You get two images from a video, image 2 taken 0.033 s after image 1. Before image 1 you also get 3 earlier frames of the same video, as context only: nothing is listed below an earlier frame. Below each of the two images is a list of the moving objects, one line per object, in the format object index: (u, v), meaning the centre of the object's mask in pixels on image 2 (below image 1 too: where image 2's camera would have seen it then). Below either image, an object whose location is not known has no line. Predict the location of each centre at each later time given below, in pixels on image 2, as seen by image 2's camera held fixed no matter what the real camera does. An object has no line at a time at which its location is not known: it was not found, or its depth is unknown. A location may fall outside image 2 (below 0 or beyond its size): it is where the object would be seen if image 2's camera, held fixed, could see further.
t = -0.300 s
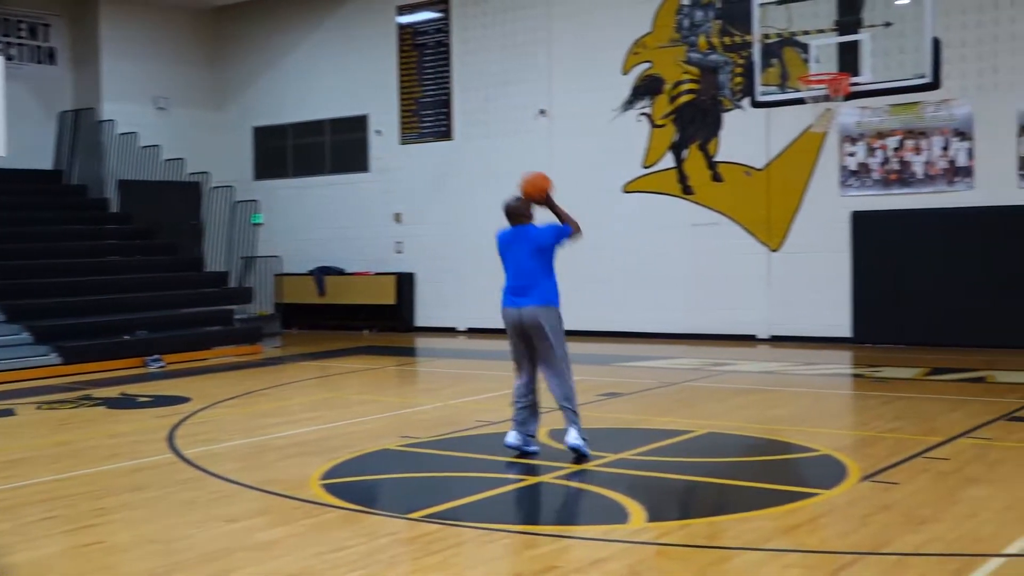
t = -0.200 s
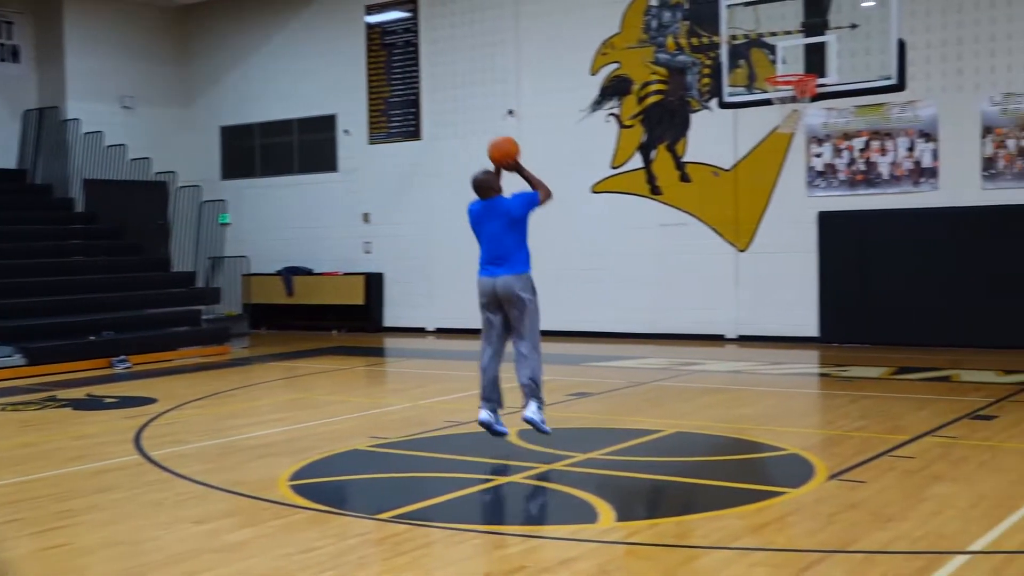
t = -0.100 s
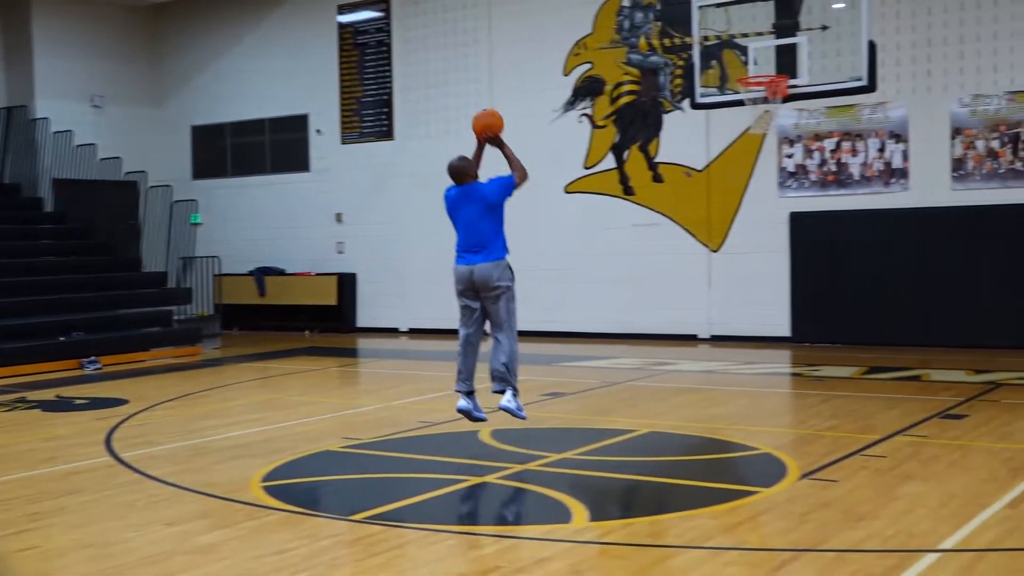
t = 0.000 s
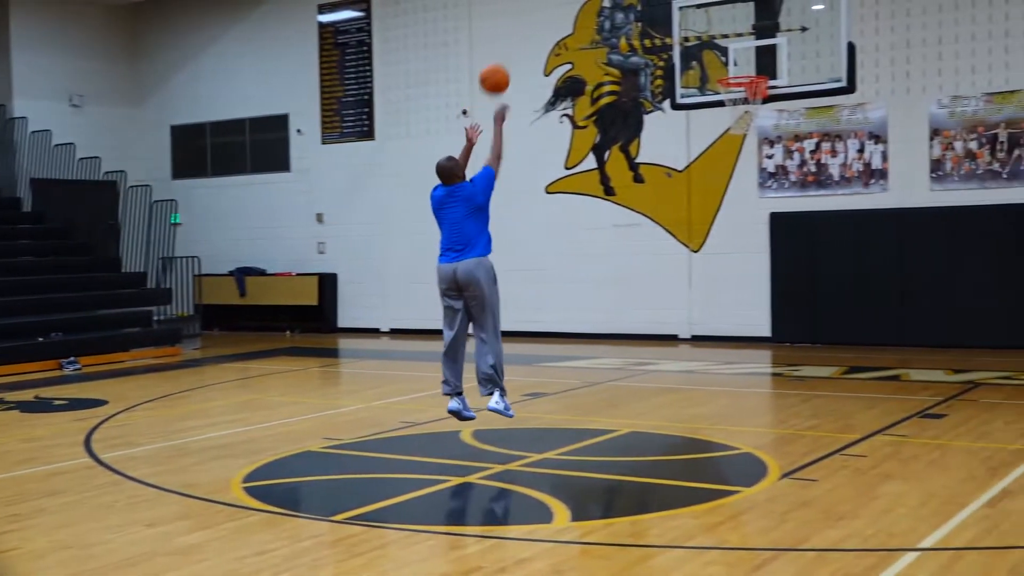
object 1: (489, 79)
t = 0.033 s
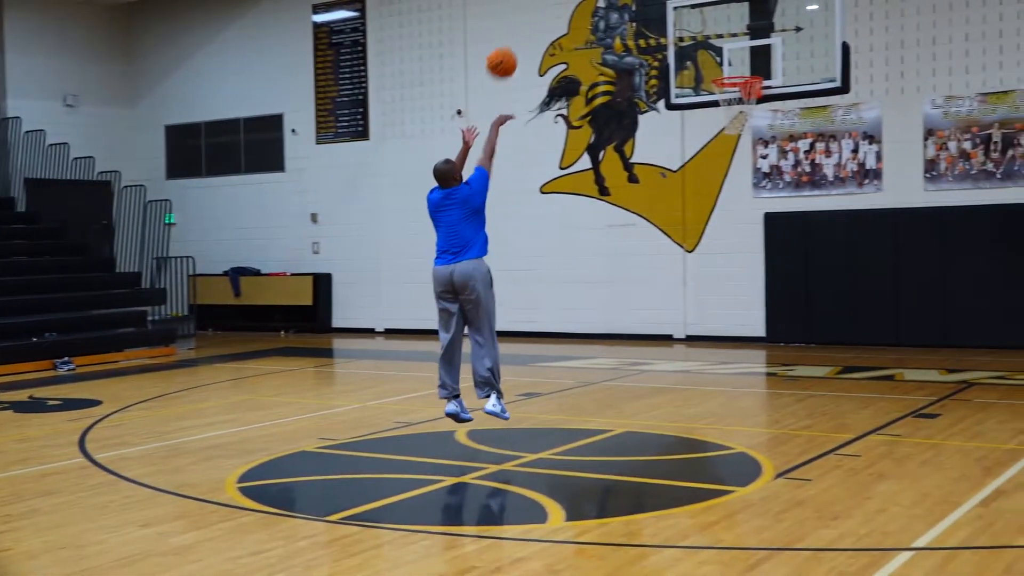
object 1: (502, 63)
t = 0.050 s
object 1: (508, 55)
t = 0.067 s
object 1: (514, 48)
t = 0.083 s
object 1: (521, 41)
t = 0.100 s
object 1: (527, 35)
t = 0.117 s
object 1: (532, 29)
